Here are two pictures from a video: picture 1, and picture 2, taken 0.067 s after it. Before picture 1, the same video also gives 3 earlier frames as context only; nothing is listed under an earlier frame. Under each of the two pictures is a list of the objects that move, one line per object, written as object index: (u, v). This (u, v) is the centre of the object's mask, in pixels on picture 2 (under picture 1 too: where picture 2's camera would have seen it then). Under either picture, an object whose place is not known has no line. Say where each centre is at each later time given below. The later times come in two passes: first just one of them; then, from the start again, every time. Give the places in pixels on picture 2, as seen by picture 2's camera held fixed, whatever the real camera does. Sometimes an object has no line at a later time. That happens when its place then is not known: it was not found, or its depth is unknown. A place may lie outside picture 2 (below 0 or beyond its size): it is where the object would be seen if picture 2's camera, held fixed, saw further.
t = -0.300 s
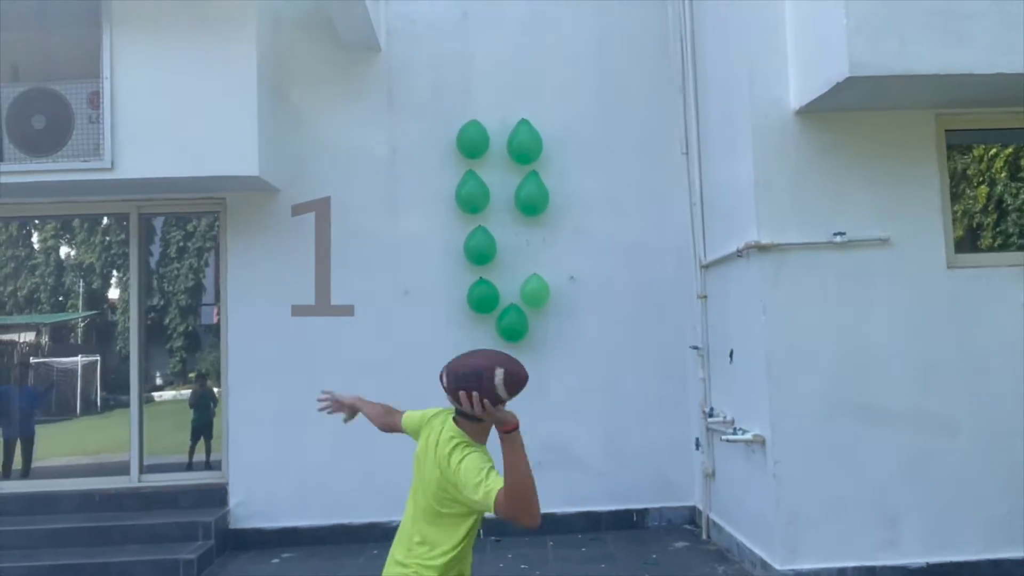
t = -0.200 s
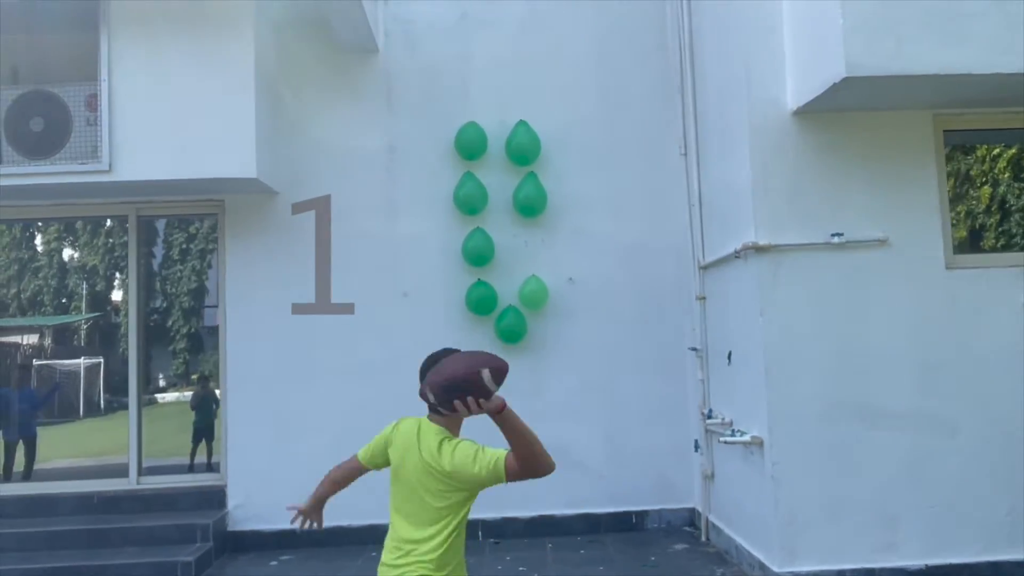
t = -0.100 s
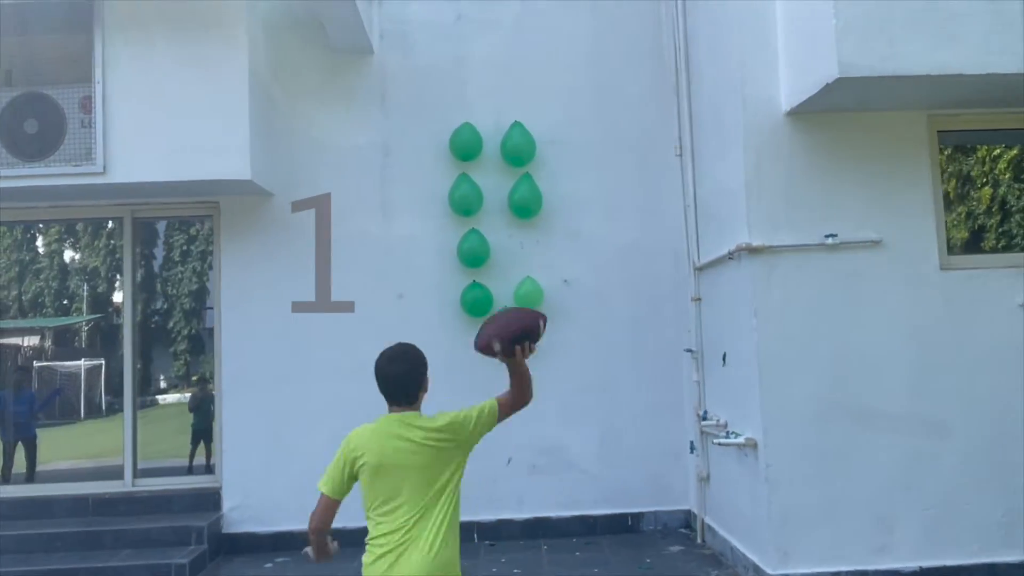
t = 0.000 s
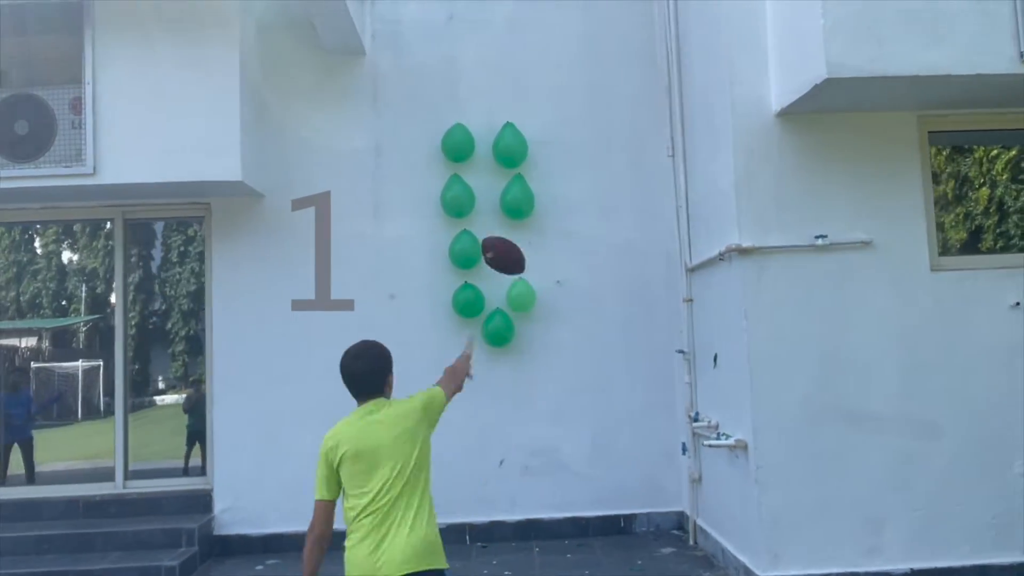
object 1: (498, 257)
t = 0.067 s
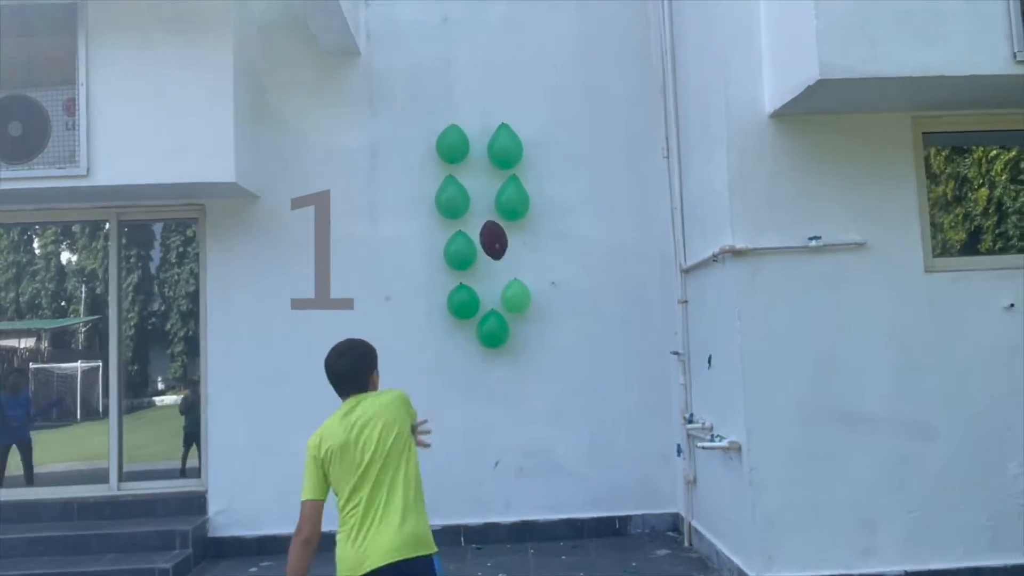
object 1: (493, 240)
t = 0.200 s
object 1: (508, 223)
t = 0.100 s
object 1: (493, 237)
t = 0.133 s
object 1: (495, 236)
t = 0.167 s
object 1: (496, 236)
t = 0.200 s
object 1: (508, 223)
